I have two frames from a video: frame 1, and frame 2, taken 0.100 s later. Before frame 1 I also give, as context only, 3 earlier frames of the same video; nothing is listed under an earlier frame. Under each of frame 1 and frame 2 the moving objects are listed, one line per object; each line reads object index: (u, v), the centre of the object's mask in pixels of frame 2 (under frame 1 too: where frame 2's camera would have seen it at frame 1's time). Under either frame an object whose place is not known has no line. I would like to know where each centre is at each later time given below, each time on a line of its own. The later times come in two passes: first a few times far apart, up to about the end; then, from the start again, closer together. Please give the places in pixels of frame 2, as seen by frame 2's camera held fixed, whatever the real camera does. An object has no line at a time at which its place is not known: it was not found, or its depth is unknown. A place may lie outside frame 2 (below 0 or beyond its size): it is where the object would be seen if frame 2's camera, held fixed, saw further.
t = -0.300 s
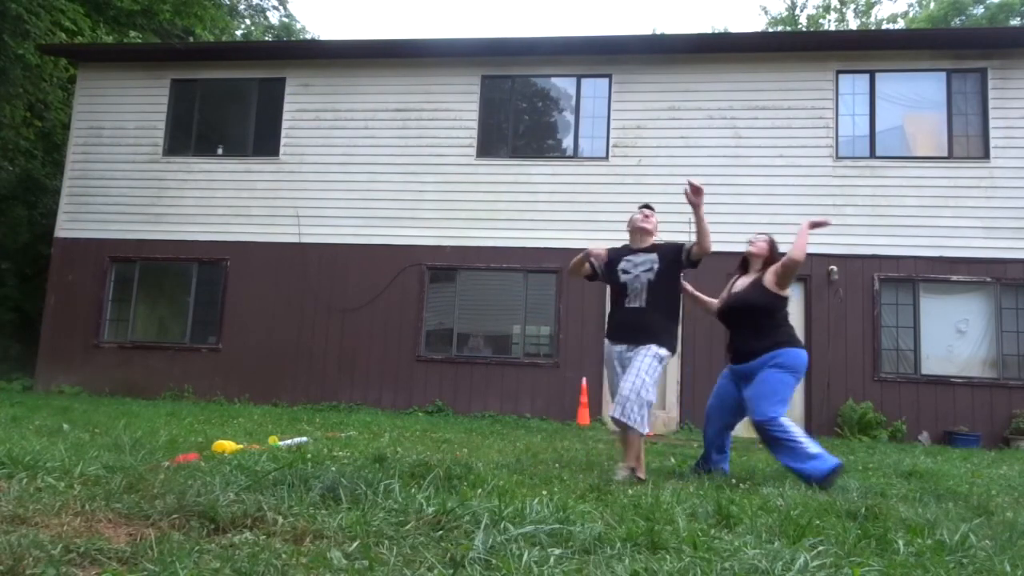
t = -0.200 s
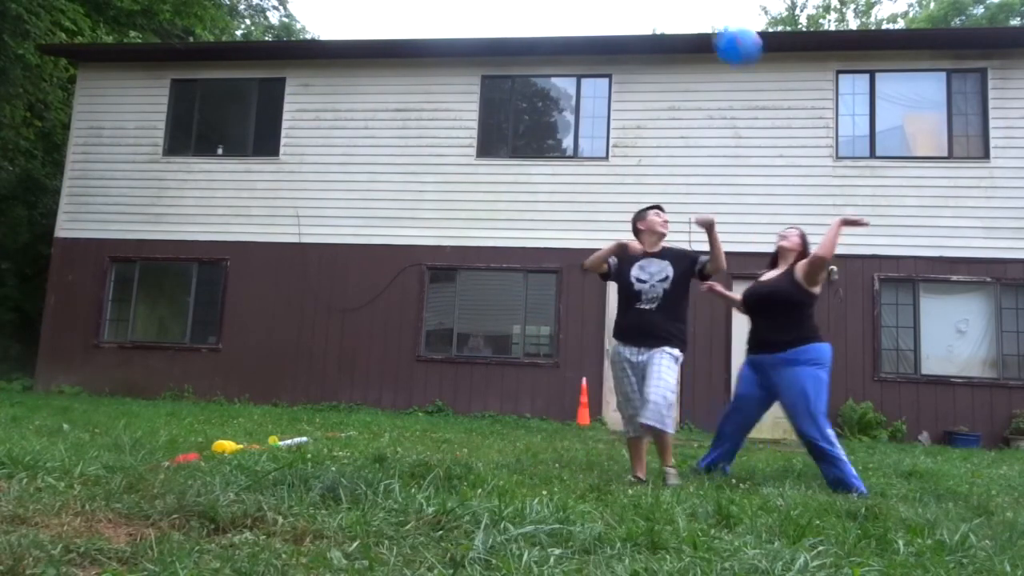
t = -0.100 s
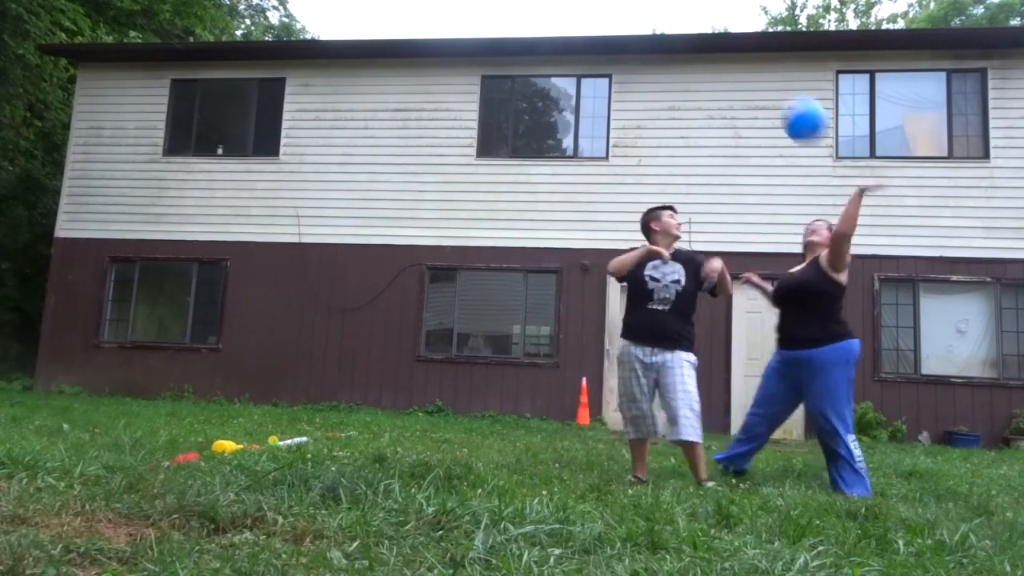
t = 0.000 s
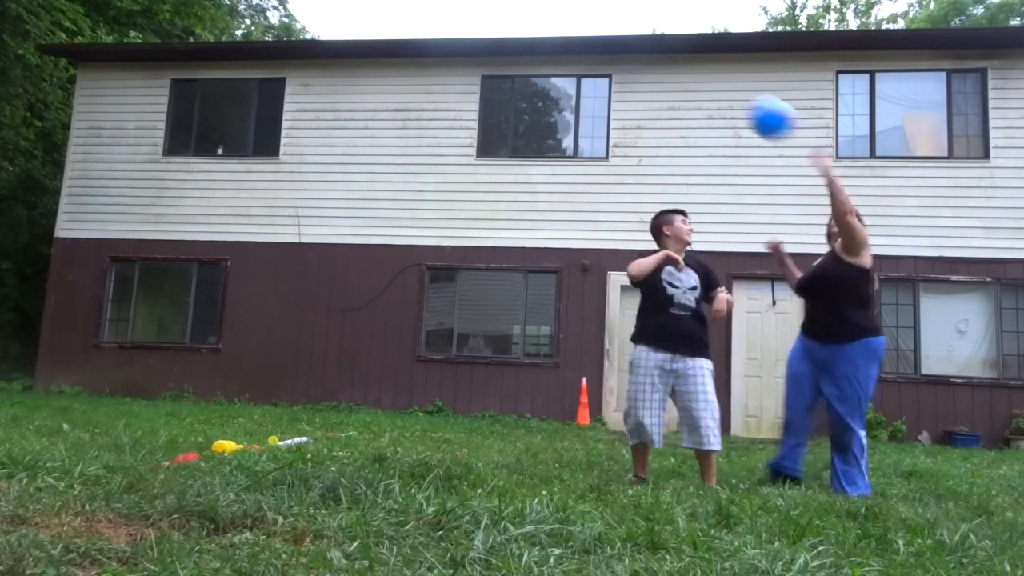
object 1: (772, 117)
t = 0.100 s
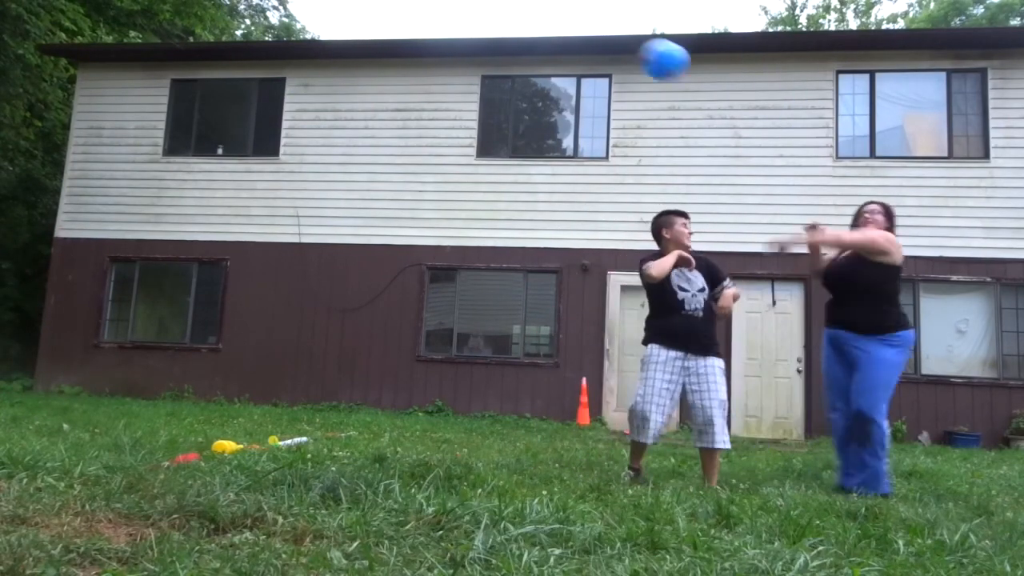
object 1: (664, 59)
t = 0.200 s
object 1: (573, 27)
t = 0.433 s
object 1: (397, 15)
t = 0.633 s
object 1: (272, 68)
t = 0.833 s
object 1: (161, 166)
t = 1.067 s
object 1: (55, 338)
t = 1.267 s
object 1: (12, 378)
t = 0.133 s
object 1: (633, 48)
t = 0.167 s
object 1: (602, 38)
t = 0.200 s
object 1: (573, 27)
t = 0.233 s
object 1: (545, 17)
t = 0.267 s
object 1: (518, 14)
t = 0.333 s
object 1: (468, 11)
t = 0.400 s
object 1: (420, 13)
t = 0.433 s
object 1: (397, 15)
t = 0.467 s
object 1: (375, 21)
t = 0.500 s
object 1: (353, 29)
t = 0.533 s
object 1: (331, 38)
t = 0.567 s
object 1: (310, 47)
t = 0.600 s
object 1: (292, 55)
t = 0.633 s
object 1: (272, 68)
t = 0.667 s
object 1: (252, 82)
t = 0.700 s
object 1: (233, 97)
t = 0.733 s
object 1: (214, 112)
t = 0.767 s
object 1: (195, 130)
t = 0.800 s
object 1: (178, 147)
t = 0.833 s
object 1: (161, 166)
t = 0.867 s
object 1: (144, 188)
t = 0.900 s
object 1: (128, 210)
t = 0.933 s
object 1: (113, 235)
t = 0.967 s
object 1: (98, 259)
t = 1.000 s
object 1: (83, 284)
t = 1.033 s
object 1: (68, 311)
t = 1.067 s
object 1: (55, 338)
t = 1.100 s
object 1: (42, 367)
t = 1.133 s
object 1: (30, 396)
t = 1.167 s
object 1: (20, 416)
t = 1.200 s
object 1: (16, 405)
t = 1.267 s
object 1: (12, 378)
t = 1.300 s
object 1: (9, 367)
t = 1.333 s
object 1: (7, 358)
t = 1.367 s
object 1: (5, 350)
